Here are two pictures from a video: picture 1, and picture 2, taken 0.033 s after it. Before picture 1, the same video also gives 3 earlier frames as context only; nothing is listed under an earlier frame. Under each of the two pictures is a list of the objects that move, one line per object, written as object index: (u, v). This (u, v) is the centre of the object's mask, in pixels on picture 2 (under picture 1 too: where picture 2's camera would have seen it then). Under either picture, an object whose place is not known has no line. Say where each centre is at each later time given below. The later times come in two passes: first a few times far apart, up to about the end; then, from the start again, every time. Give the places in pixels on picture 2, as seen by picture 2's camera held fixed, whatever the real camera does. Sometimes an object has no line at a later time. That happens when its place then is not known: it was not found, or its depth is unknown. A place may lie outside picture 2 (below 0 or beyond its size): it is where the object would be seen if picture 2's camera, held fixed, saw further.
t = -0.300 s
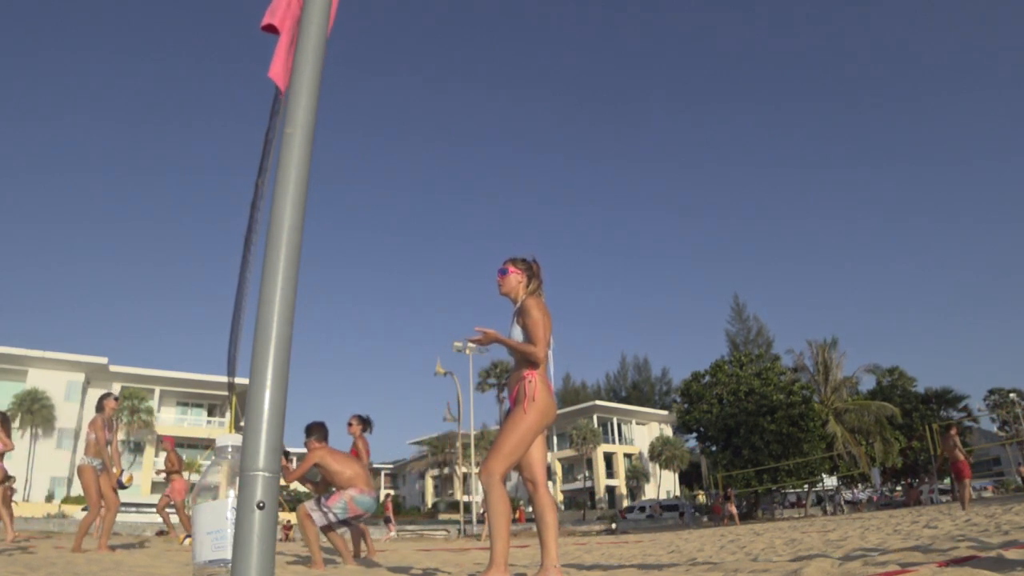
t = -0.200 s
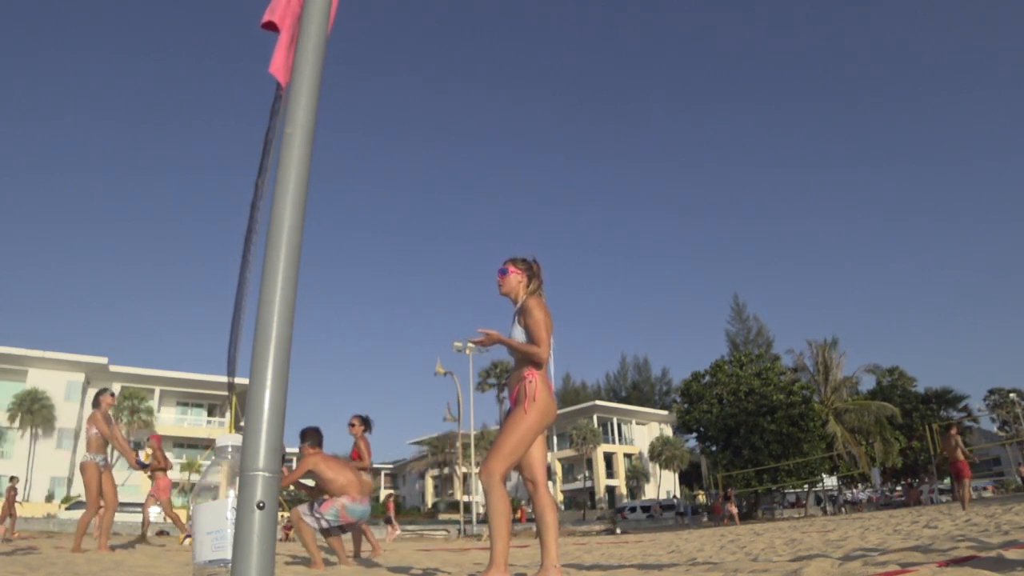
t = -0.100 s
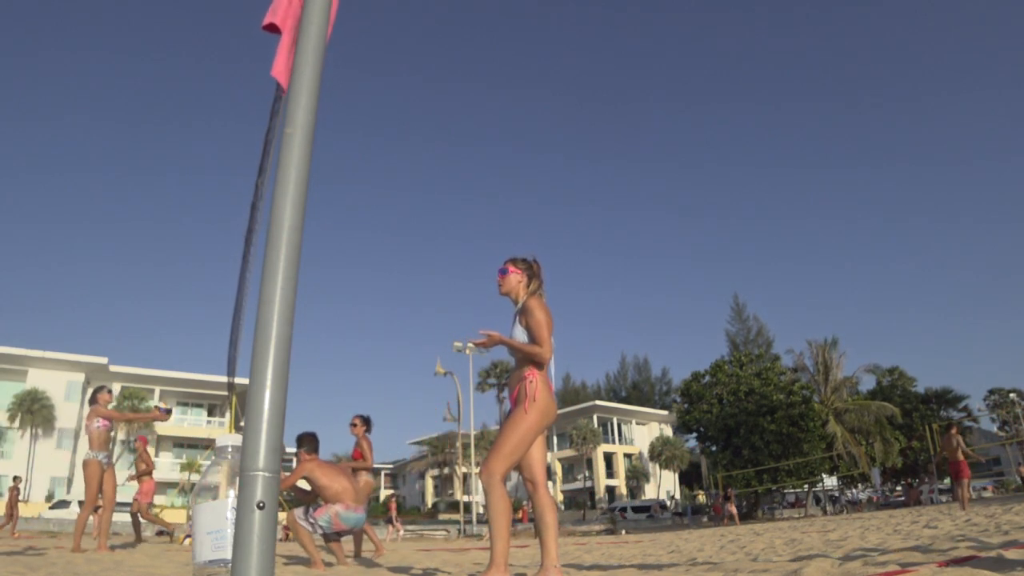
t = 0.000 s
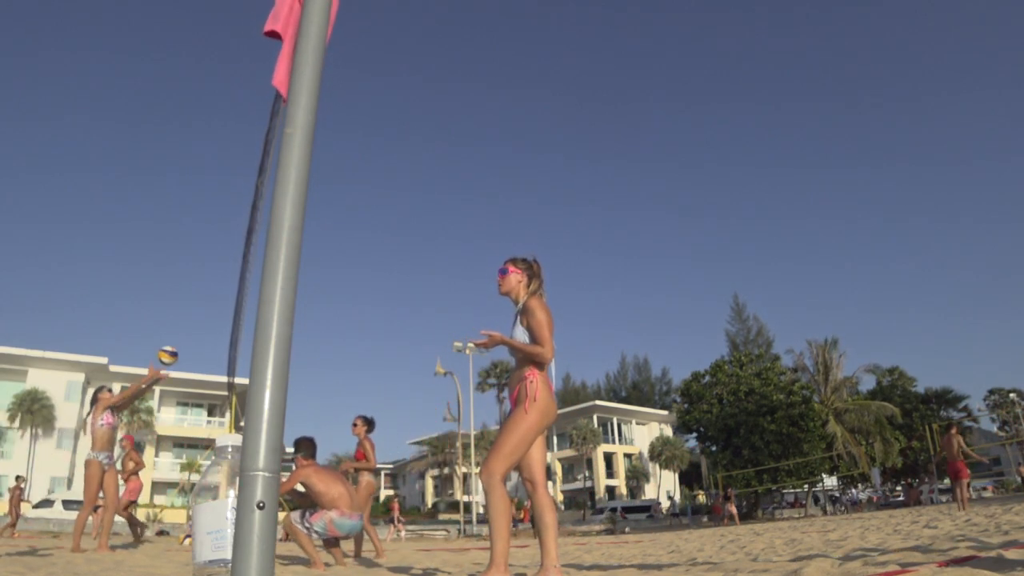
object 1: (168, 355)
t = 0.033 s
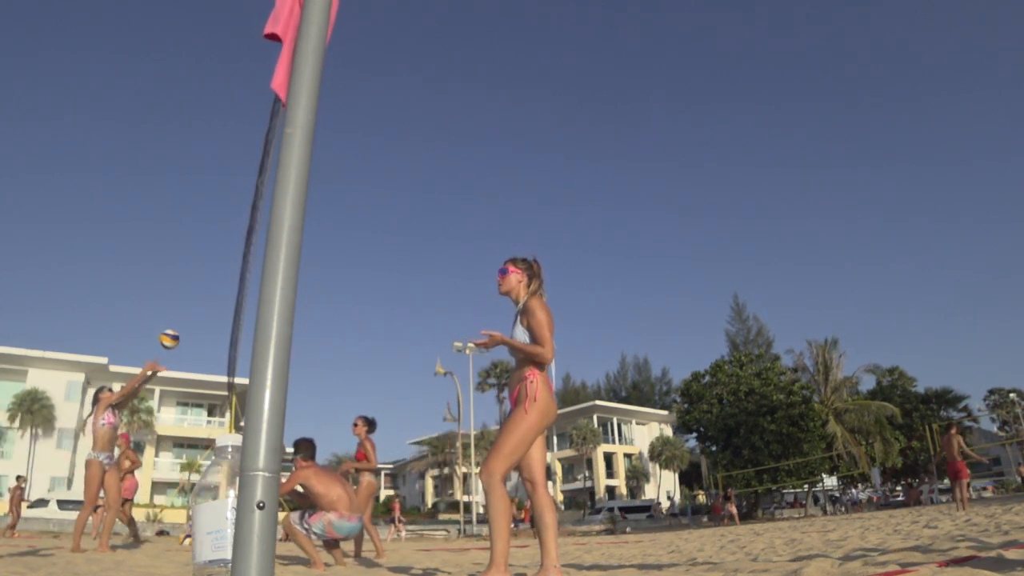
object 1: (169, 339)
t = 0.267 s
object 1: (175, 258)
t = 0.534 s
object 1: (173, 225)
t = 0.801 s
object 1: (162, 245)
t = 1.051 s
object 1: (140, 315)
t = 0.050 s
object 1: (170, 331)
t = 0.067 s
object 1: (170, 324)
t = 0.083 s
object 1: (171, 317)
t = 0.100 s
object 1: (171, 310)
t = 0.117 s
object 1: (172, 304)
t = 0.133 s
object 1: (172, 298)
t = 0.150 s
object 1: (173, 292)
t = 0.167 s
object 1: (173, 286)
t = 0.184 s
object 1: (174, 281)
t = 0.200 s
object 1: (174, 276)
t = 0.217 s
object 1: (174, 271)
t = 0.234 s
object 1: (175, 266)
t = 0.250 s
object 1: (175, 262)
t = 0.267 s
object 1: (175, 258)
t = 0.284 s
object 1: (175, 254)
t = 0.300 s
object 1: (176, 251)
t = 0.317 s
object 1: (175, 248)
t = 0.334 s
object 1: (175, 245)
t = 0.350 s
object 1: (175, 242)
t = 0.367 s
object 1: (175, 239)
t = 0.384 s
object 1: (175, 237)
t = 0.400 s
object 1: (175, 235)
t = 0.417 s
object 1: (175, 233)
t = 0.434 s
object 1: (175, 231)
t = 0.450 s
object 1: (175, 229)
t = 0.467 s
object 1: (175, 228)
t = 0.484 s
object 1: (175, 227)
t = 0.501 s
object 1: (174, 226)
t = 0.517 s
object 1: (174, 225)
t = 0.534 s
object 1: (173, 225)
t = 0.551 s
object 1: (173, 224)
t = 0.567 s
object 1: (172, 224)
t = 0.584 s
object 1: (172, 224)
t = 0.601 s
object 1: (171, 225)
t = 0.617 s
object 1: (171, 225)
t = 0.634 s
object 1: (170, 226)
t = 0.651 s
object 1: (169, 227)
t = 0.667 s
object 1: (169, 228)
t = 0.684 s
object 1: (168, 230)
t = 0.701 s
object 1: (167, 231)
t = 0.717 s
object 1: (167, 233)
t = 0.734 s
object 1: (166, 235)
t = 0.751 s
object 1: (165, 237)
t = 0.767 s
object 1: (164, 239)
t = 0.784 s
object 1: (163, 242)
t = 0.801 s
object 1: (162, 245)
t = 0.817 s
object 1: (160, 248)
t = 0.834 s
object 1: (159, 251)
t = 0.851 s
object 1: (158, 255)
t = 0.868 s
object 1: (157, 258)
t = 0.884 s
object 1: (156, 262)
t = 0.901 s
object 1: (154, 266)
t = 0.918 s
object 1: (153, 271)
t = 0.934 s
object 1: (151, 275)
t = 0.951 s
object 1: (150, 280)
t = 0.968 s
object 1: (149, 286)
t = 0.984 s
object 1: (147, 291)
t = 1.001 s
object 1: (145, 296)
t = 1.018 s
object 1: (144, 302)
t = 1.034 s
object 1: (142, 308)
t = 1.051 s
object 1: (140, 315)
